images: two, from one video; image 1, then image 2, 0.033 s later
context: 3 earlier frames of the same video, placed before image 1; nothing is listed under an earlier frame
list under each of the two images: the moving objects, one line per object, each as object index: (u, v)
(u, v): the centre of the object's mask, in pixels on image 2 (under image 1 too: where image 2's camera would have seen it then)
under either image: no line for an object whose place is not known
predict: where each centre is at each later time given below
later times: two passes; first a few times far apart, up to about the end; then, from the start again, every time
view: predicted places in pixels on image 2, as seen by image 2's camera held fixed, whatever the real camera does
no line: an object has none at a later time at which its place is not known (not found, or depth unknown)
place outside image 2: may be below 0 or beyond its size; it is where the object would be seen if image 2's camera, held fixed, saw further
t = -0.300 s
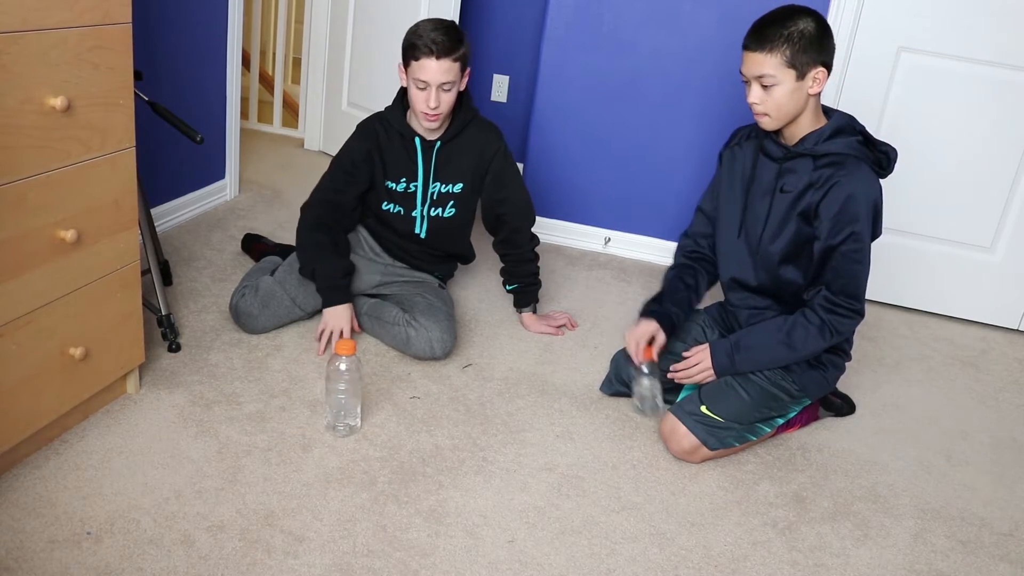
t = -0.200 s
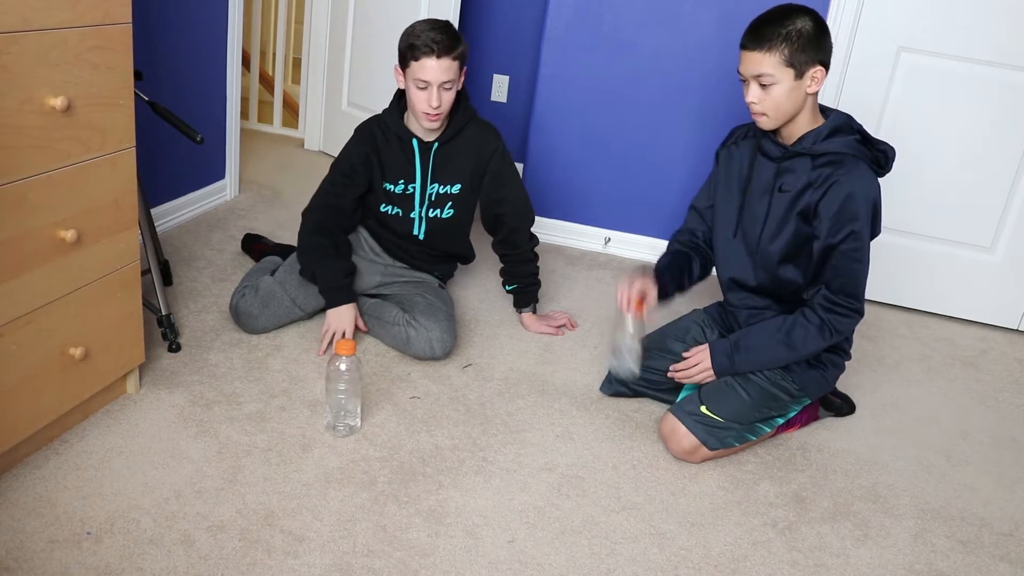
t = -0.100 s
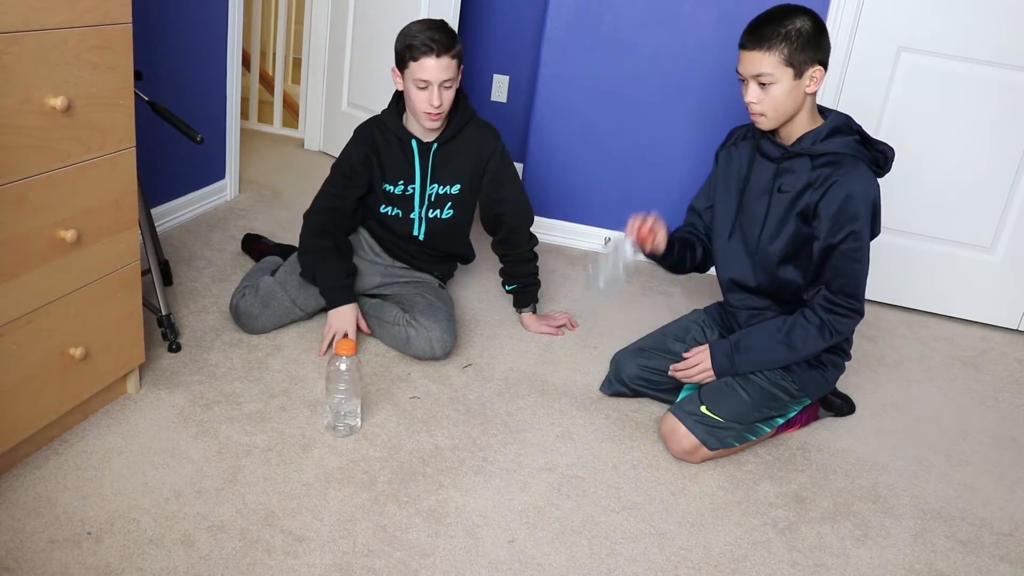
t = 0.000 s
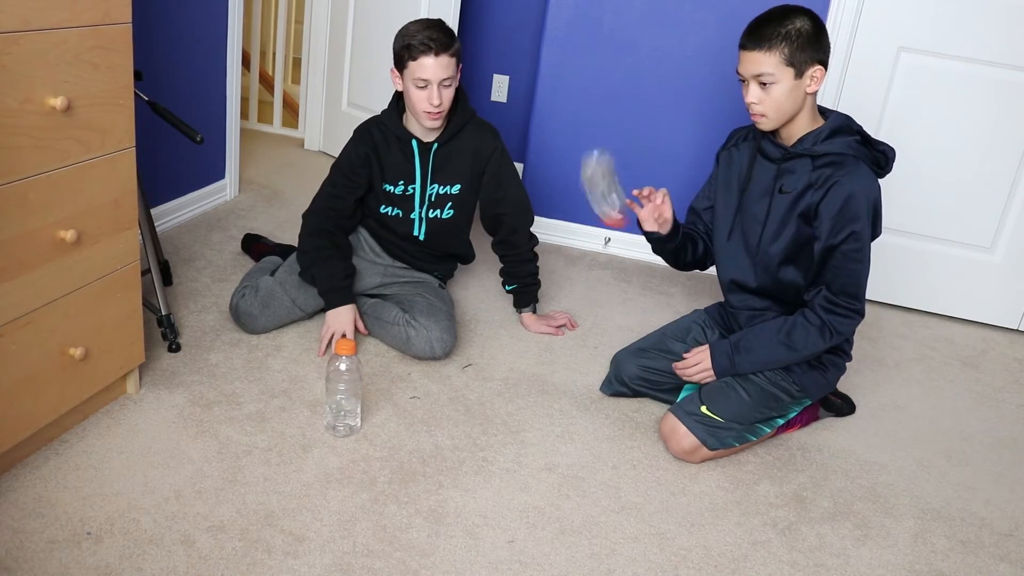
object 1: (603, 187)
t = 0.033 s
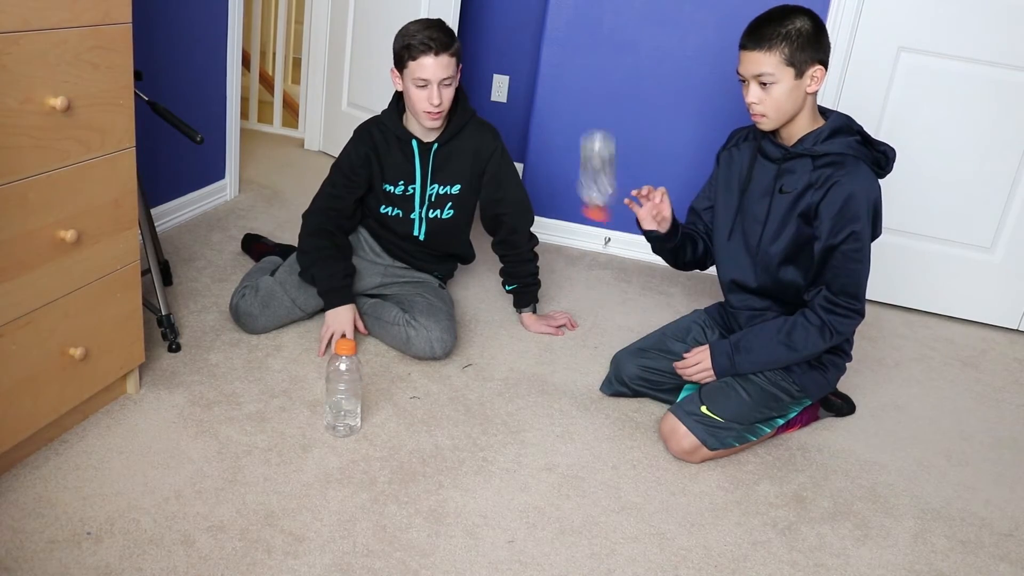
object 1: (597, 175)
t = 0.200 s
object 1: (556, 162)
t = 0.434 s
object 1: (465, 398)
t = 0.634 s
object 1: (436, 451)
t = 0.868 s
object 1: (432, 453)
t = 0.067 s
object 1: (589, 164)
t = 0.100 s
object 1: (581, 155)
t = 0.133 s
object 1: (573, 150)
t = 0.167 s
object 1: (566, 152)
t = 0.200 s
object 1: (556, 162)
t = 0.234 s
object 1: (546, 178)
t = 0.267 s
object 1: (532, 199)
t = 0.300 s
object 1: (520, 228)
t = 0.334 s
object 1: (508, 261)
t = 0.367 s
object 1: (492, 311)
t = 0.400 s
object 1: (480, 346)
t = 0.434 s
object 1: (465, 398)
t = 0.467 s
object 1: (454, 431)
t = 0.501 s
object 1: (450, 432)
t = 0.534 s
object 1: (449, 431)
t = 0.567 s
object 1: (445, 434)
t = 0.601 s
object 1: (441, 442)
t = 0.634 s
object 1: (436, 451)
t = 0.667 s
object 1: (433, 452)
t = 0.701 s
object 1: (432, 453)
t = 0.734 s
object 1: (432, 453)
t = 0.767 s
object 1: (432, 454)
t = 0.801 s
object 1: (432, 453)
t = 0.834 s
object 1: (432, 453)
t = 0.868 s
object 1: (432, 453)
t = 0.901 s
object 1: (432, 454)
